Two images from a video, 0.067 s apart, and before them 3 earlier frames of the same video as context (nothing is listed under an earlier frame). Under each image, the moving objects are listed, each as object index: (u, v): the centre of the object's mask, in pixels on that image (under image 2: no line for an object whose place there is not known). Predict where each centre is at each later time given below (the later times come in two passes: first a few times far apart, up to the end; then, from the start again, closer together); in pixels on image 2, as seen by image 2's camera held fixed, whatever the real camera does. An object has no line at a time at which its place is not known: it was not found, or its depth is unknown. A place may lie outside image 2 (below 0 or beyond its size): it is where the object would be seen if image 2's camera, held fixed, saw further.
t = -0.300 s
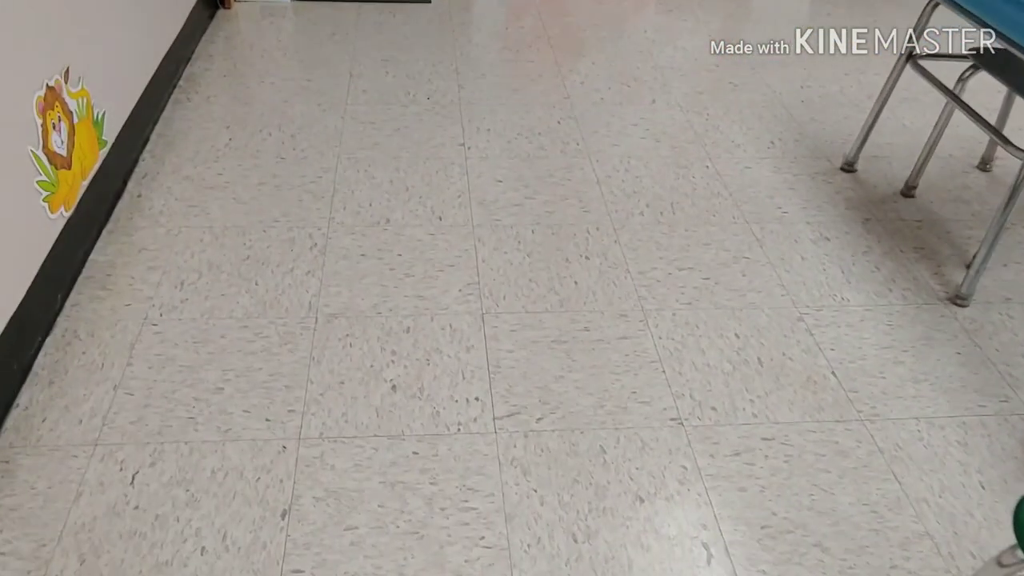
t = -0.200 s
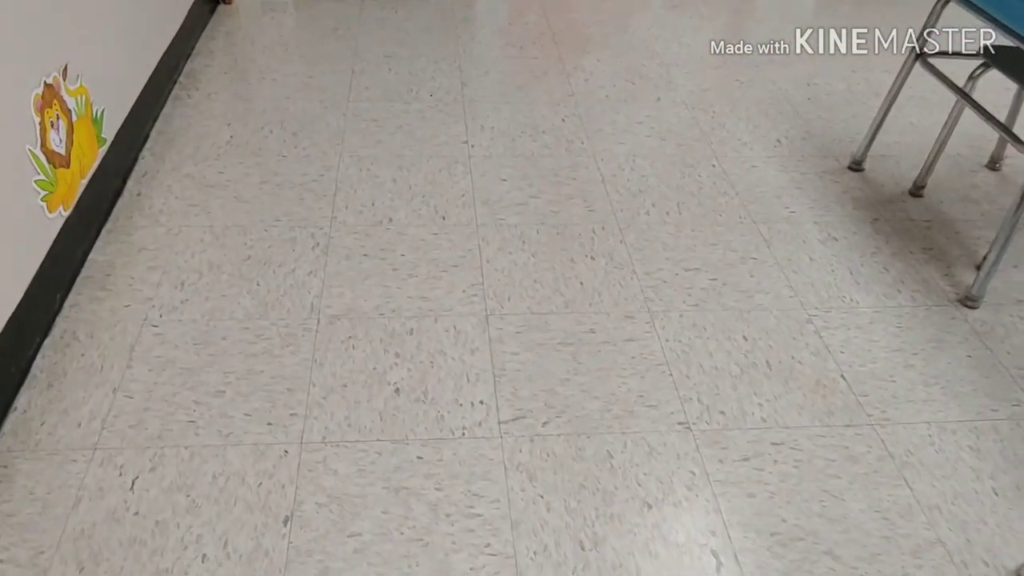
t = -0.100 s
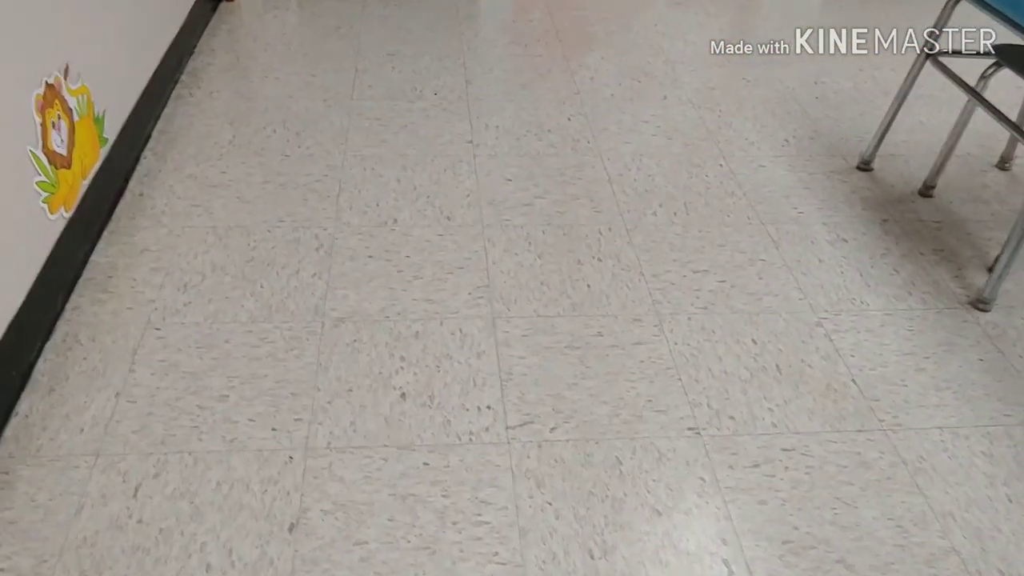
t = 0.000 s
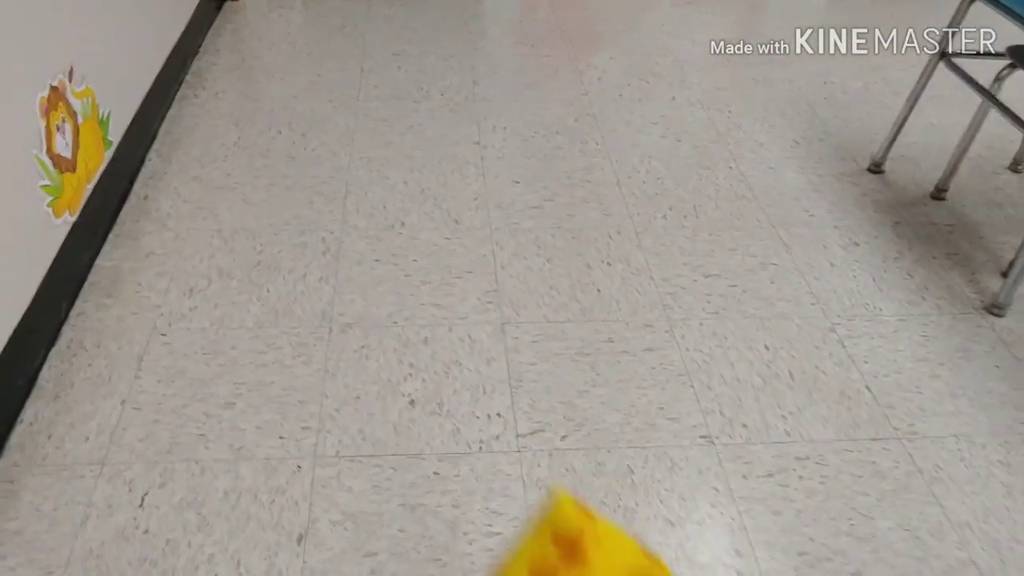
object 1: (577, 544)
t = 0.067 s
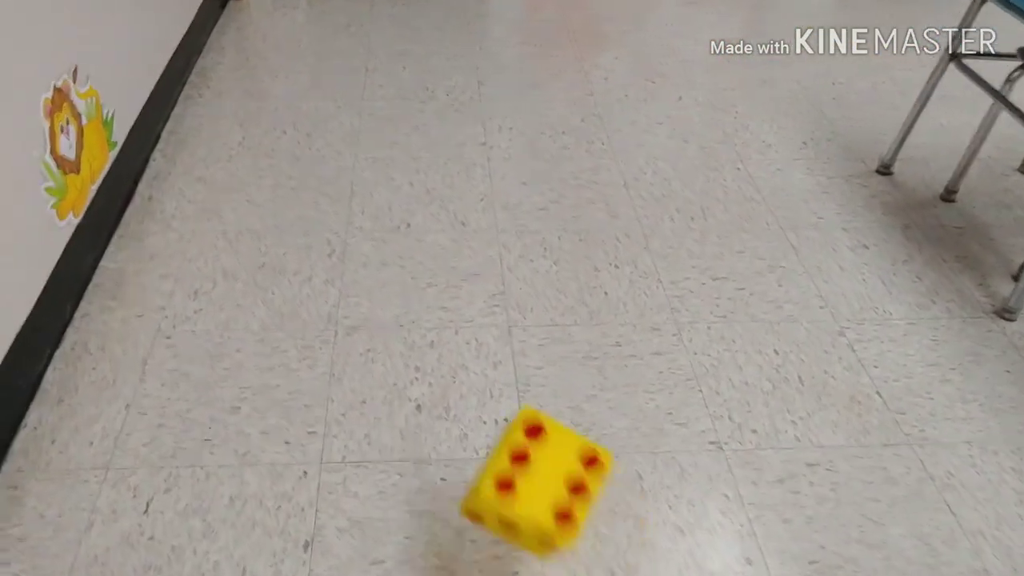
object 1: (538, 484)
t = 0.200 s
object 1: (457, 314)
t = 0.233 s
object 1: (440, 273)
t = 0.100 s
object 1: (517, 455)
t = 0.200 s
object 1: (457, 314)
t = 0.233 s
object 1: (440, 273)
